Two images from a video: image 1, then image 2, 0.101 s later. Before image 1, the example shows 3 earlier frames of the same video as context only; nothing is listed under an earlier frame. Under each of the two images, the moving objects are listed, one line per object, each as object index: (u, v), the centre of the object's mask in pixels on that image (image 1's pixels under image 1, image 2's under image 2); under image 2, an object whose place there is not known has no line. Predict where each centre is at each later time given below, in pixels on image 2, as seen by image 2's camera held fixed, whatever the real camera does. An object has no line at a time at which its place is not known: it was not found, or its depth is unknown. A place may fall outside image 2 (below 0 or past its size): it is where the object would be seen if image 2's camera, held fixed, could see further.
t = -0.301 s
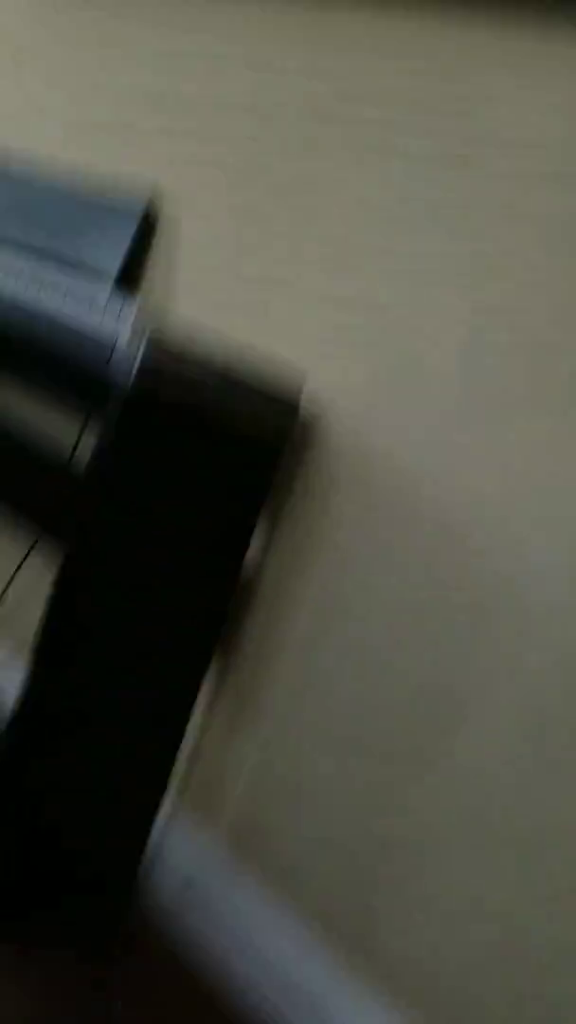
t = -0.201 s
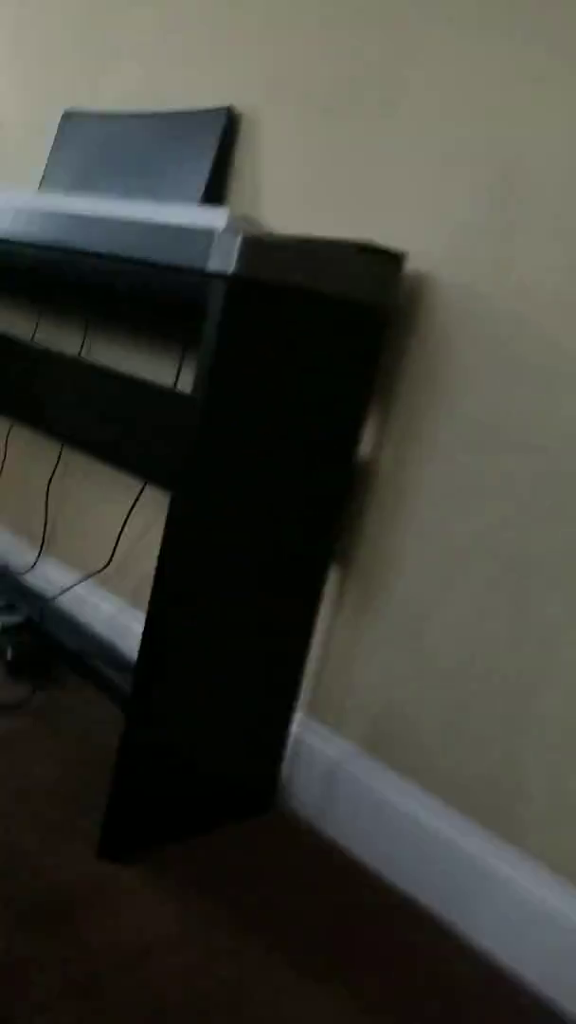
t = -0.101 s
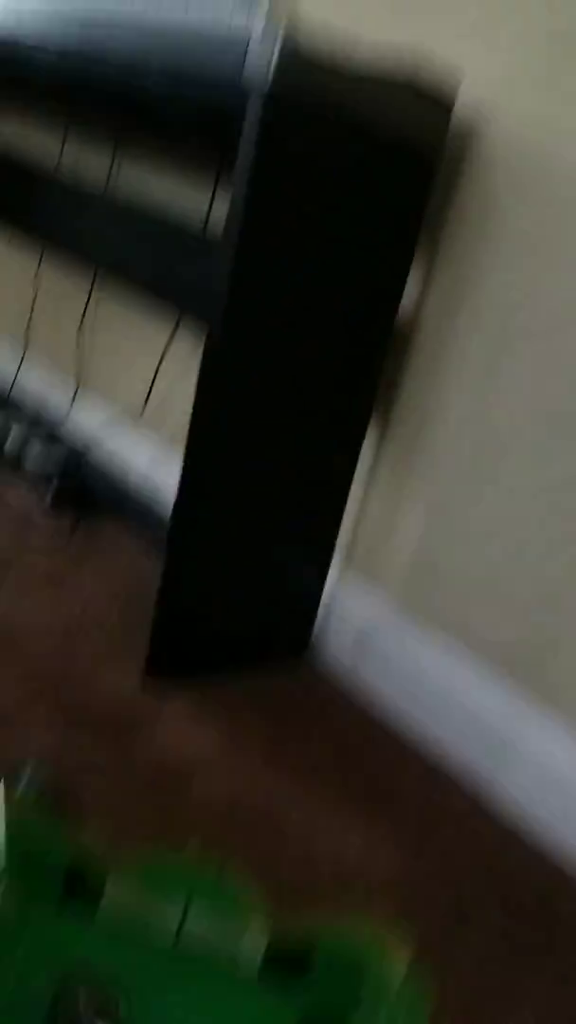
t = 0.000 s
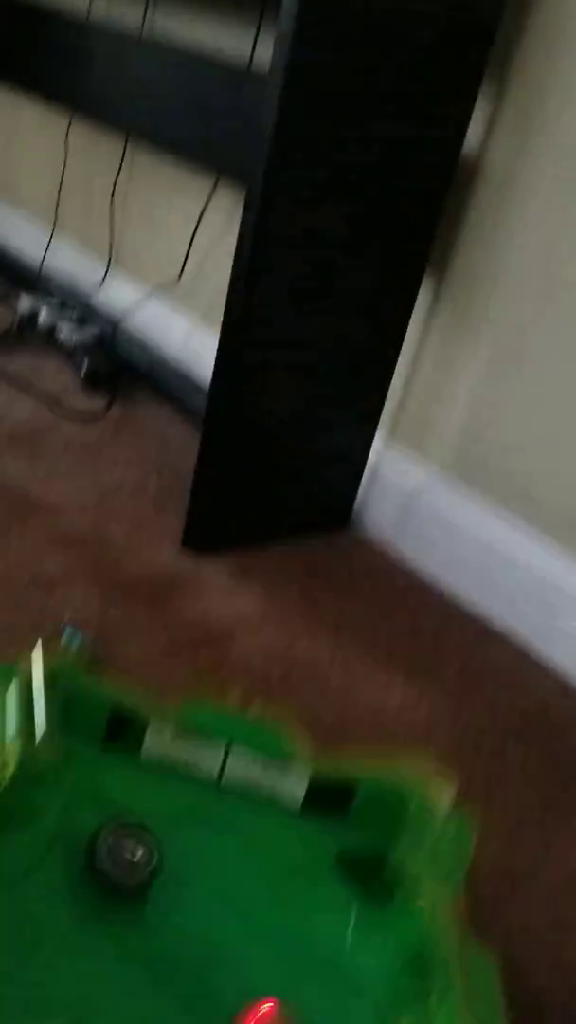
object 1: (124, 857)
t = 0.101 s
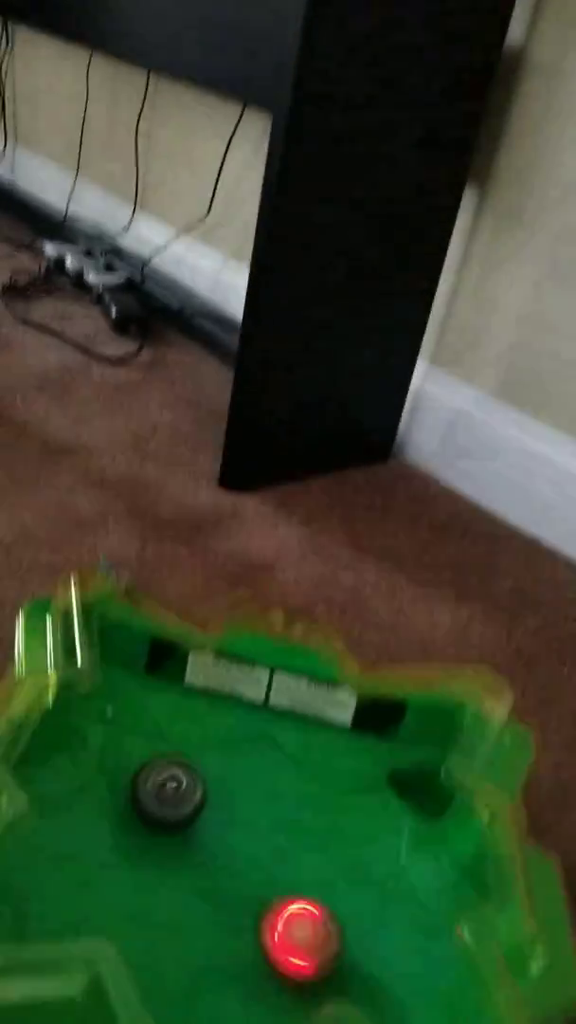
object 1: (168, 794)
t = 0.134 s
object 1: (169, 799)
